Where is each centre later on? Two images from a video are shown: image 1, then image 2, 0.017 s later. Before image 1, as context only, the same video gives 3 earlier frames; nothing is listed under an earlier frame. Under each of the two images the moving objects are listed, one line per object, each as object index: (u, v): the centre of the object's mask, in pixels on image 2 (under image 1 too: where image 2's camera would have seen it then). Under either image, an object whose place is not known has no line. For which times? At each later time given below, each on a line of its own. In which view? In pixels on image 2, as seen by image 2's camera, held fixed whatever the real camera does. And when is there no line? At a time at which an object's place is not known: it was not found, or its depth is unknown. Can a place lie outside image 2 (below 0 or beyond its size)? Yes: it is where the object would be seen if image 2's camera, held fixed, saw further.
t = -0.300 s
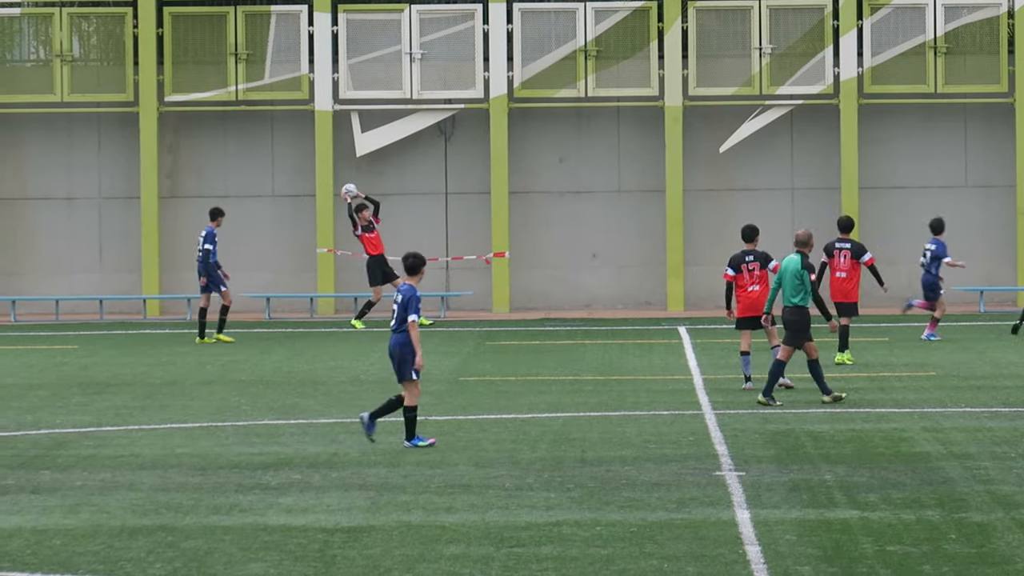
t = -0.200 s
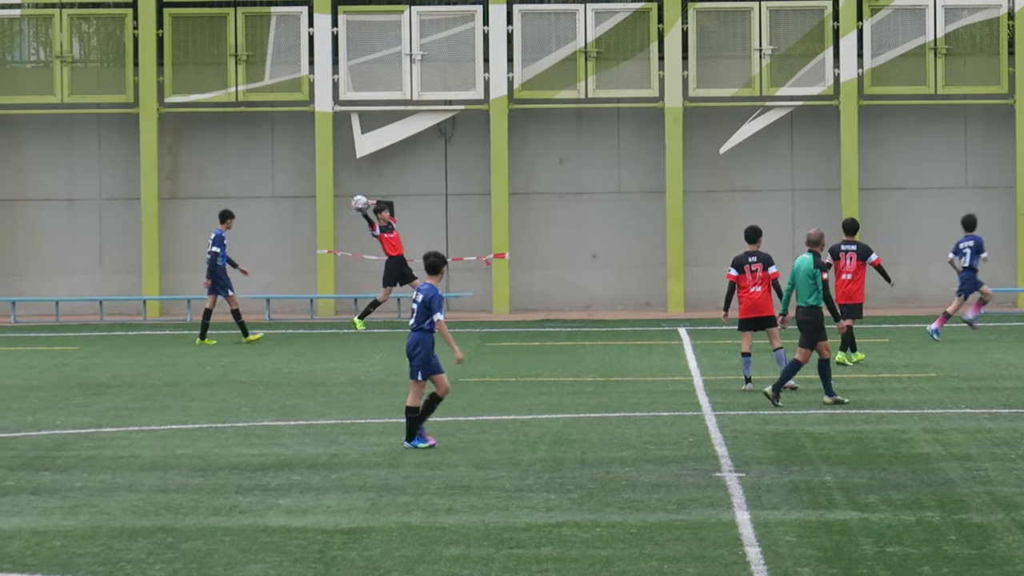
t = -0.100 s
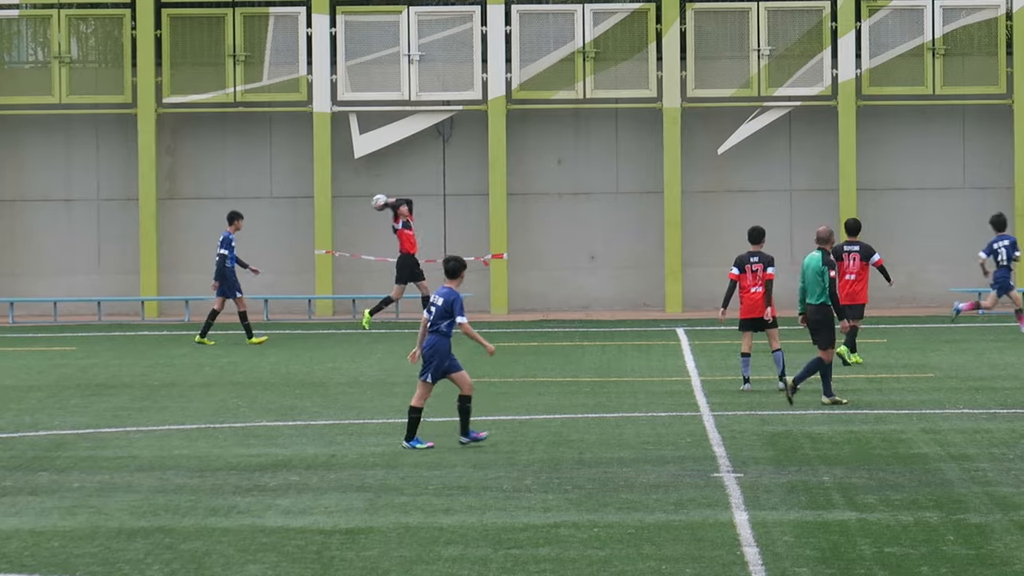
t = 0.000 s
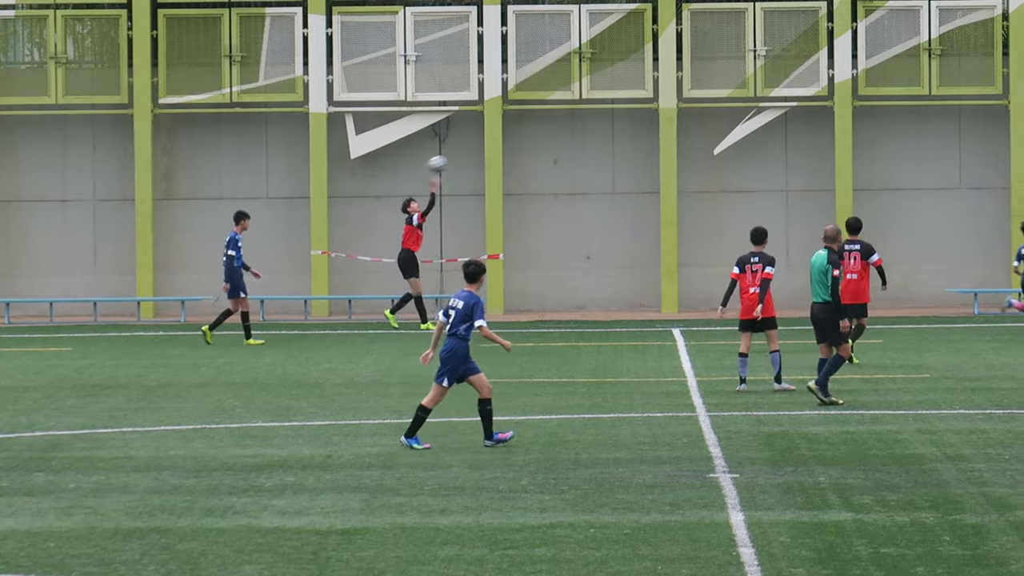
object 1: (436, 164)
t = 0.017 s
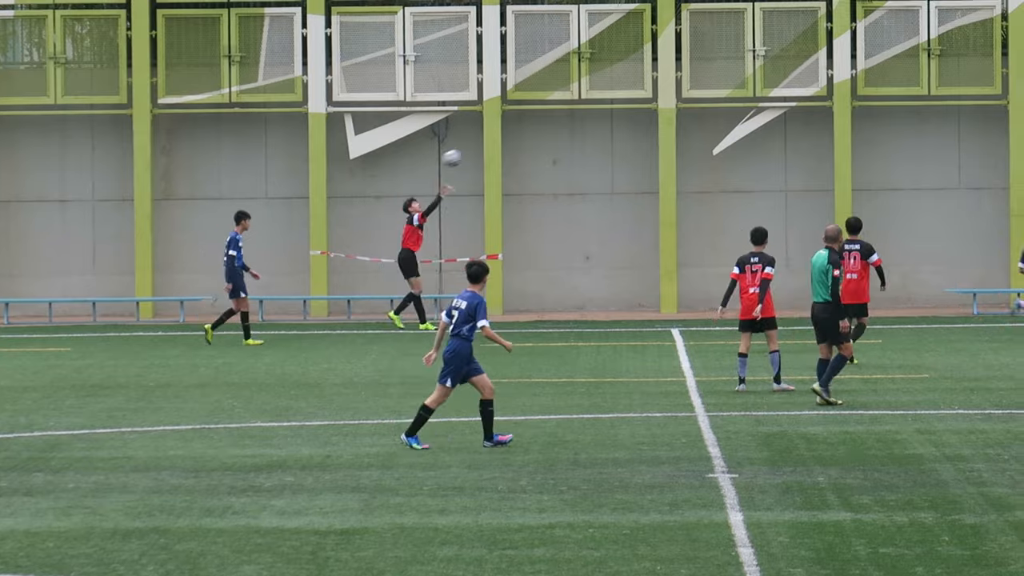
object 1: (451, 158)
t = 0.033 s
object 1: (466, 153)
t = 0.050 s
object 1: (481, 147)
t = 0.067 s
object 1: (497, 142)
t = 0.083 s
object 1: (511, 136)
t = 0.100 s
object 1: (526, 132)
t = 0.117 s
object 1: (540, 128)
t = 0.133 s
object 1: (553, 124)
